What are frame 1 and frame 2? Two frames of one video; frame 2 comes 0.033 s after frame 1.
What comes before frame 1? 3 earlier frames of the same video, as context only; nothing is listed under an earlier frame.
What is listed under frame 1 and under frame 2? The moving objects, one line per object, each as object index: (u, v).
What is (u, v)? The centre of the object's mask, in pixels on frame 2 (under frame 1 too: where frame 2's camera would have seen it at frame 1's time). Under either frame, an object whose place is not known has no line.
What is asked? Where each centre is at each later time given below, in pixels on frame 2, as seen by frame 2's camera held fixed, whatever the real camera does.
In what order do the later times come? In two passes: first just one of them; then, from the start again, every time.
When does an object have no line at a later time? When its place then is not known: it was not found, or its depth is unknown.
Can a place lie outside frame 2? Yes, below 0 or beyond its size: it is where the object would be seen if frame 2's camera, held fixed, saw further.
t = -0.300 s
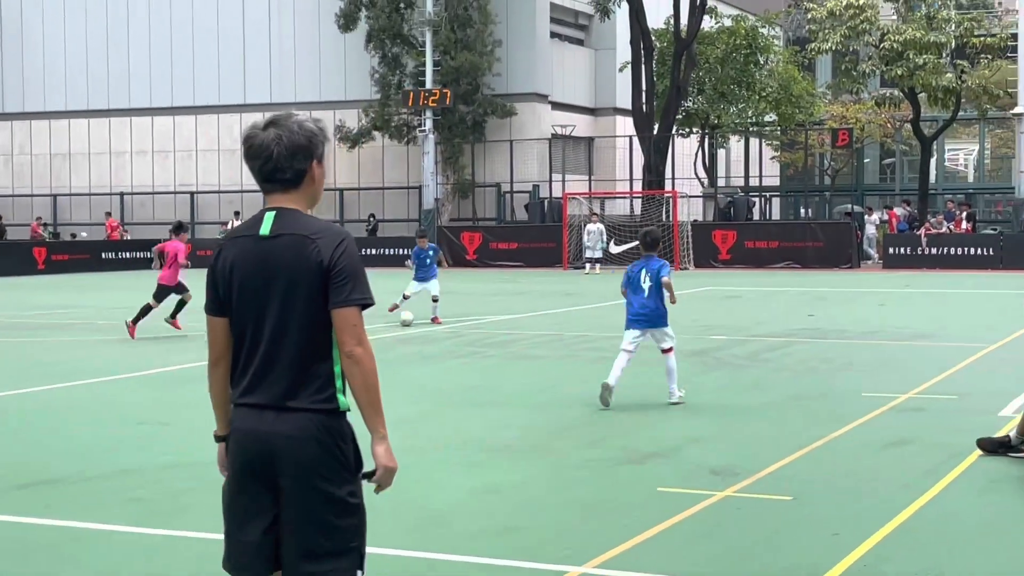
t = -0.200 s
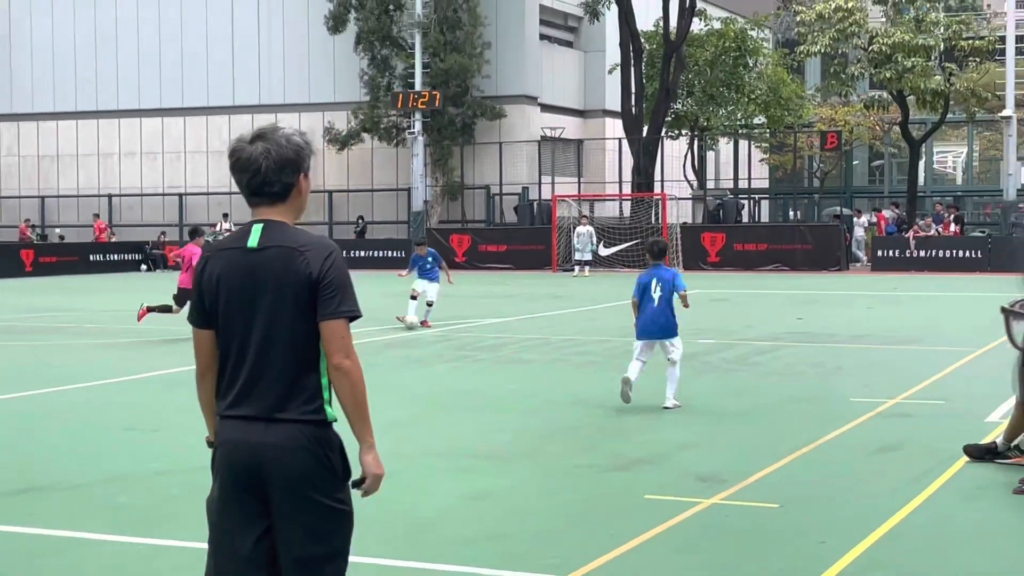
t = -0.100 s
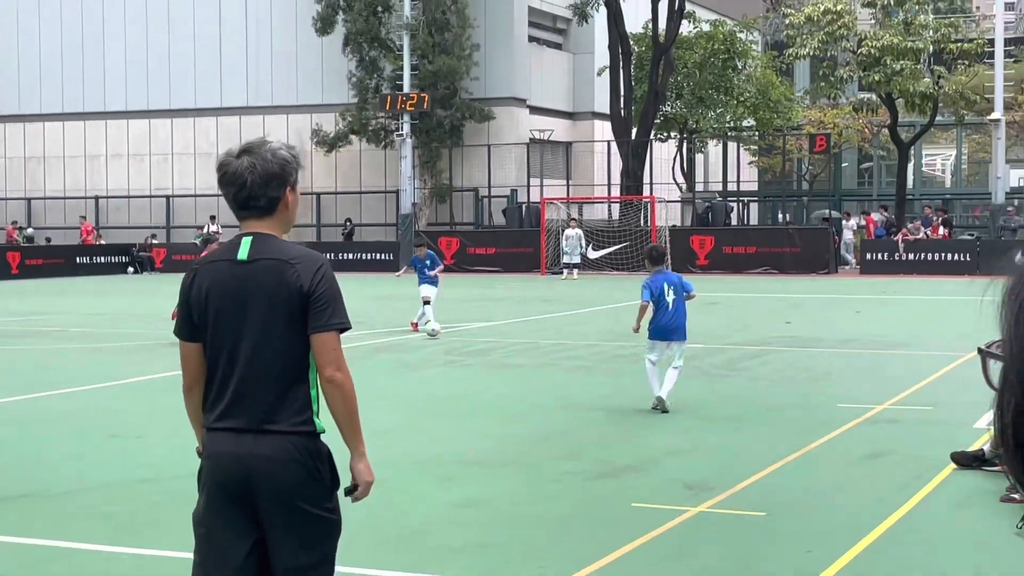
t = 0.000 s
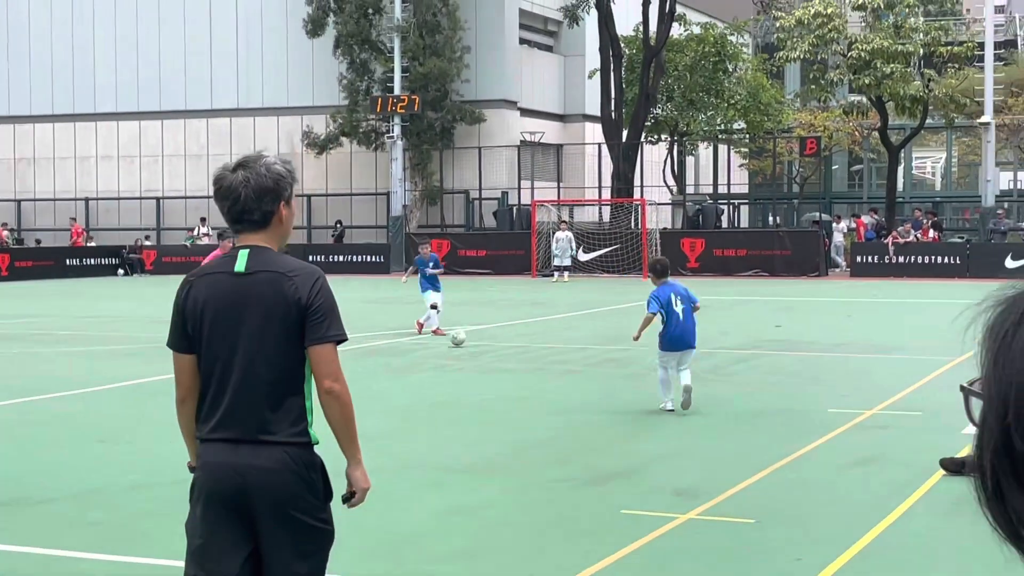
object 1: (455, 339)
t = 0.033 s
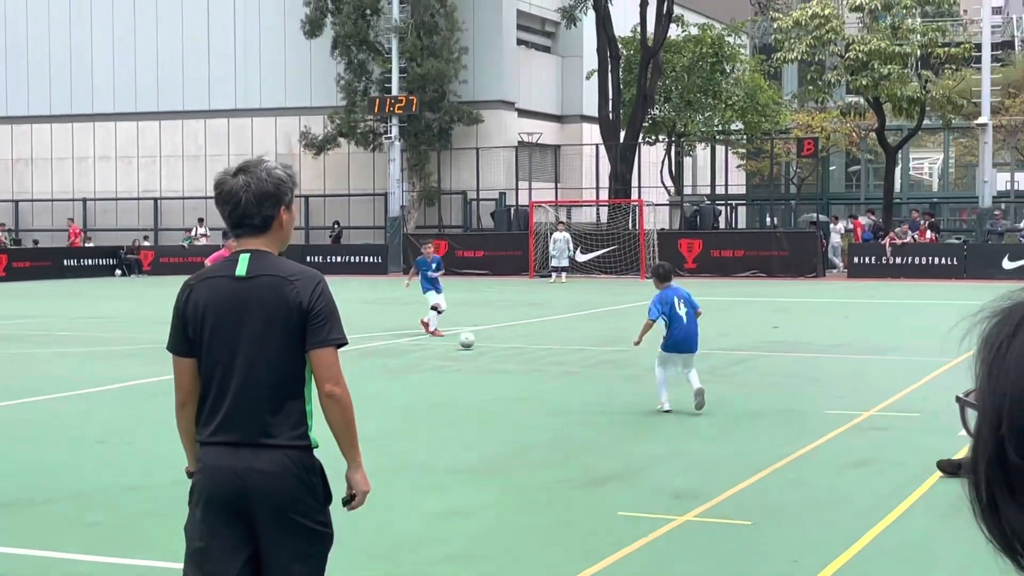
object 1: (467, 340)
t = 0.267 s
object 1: (546, 350)
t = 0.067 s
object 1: (478, 343)
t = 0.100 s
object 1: (490, 344)
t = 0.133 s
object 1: (501, 345)
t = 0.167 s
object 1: (513, 347)
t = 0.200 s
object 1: (524, 348)
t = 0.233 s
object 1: (535, 349)
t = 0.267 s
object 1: (546, 350)
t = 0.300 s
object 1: (558, 353)
